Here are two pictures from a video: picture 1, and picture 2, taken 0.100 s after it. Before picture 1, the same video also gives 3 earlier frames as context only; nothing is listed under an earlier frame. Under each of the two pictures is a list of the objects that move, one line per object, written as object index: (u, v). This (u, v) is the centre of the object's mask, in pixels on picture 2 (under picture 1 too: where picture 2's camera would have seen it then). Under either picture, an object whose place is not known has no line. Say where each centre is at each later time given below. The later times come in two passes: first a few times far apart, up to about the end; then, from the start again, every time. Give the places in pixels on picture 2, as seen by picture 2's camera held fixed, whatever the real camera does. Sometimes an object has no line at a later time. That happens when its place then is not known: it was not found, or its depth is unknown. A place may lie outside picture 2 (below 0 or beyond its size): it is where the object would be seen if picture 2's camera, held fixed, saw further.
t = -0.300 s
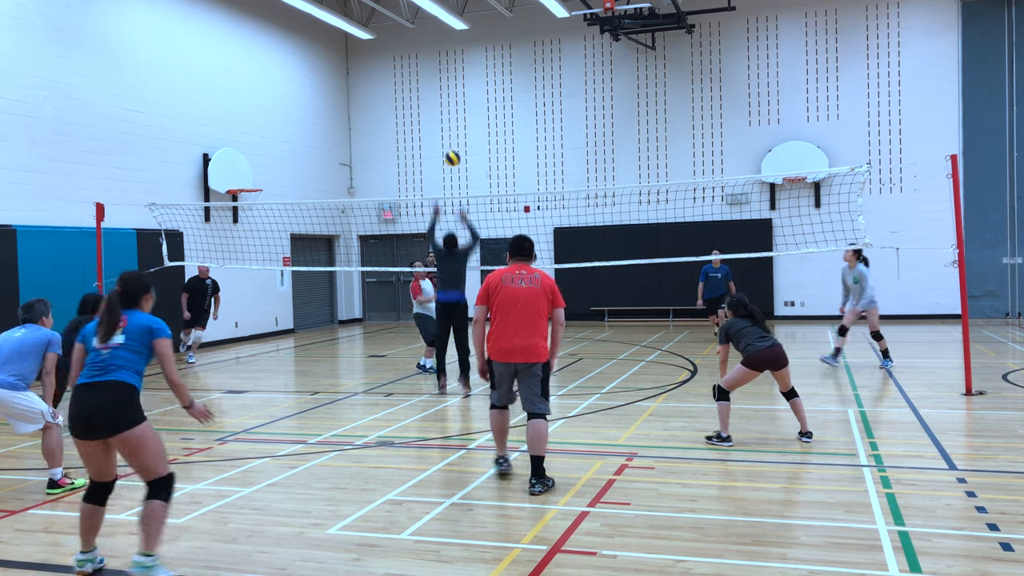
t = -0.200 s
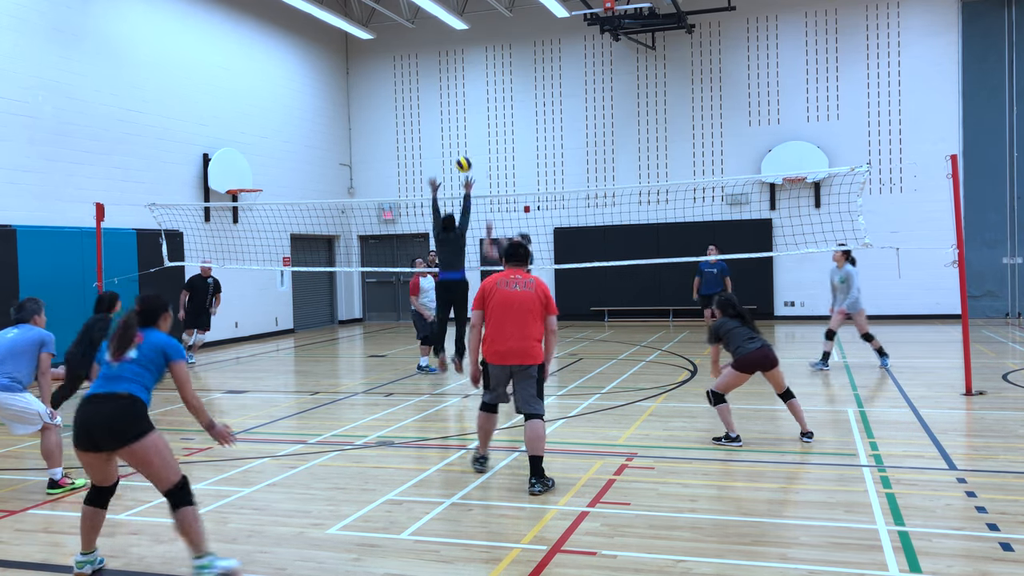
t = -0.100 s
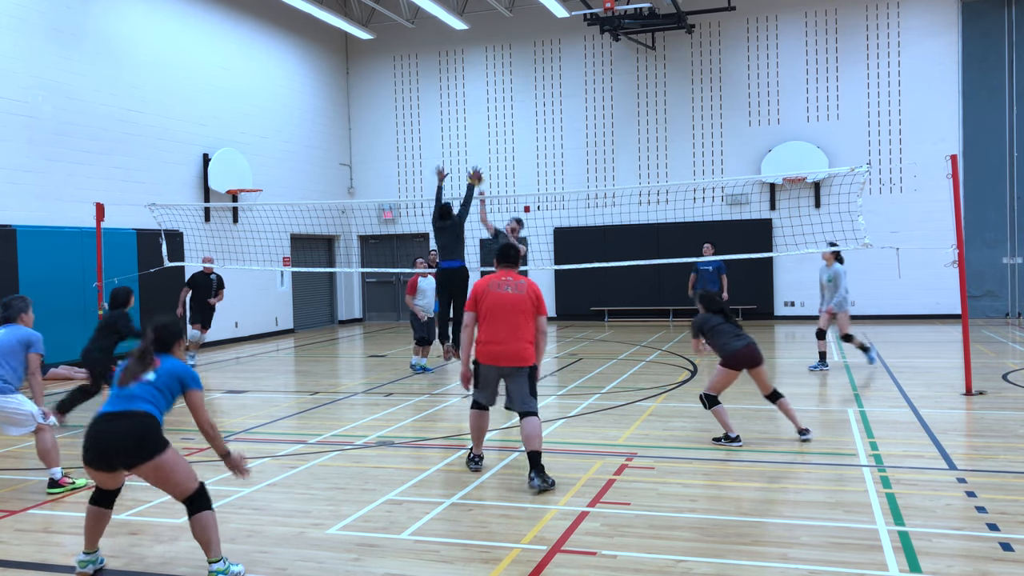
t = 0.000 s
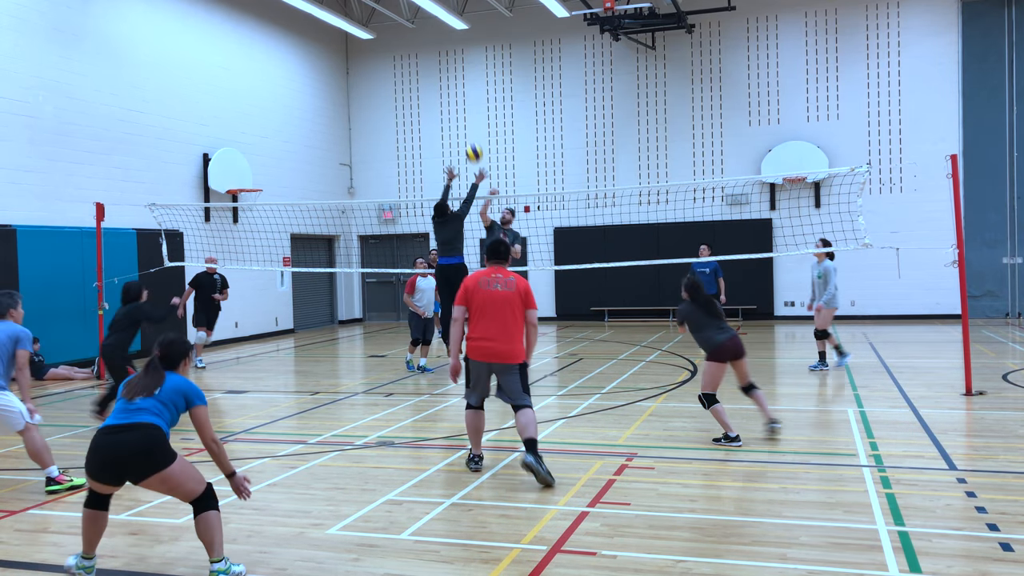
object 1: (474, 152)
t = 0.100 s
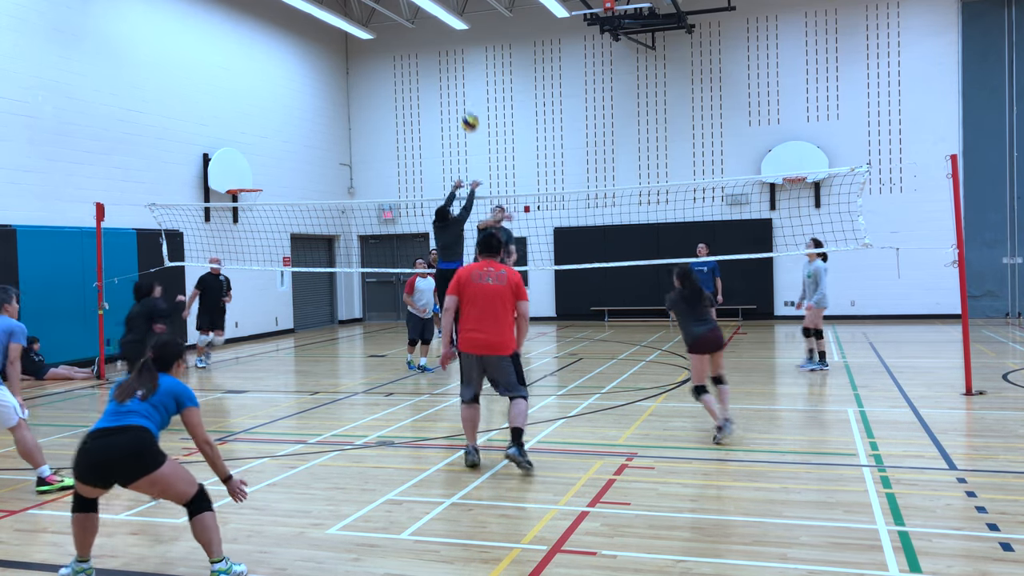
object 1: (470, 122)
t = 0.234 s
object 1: (464, 89)
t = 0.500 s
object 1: (452, 68)
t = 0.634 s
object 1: (446, 84)
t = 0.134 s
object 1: (468, 113)
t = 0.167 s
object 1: (467, 104)
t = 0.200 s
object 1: (465, 97)
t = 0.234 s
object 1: (464, 89)
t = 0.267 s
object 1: (462, 83)
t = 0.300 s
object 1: (461, 78)
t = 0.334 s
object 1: (459, 73)
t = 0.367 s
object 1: (457, 70)
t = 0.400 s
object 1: (456, 68)
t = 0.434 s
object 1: (455, 67)
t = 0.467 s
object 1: (454, 67)
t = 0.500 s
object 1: (452, 68)
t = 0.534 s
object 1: (451, 70)
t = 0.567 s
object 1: (449, 73)
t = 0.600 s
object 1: (448, 78)
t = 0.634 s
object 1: (446, 84)
